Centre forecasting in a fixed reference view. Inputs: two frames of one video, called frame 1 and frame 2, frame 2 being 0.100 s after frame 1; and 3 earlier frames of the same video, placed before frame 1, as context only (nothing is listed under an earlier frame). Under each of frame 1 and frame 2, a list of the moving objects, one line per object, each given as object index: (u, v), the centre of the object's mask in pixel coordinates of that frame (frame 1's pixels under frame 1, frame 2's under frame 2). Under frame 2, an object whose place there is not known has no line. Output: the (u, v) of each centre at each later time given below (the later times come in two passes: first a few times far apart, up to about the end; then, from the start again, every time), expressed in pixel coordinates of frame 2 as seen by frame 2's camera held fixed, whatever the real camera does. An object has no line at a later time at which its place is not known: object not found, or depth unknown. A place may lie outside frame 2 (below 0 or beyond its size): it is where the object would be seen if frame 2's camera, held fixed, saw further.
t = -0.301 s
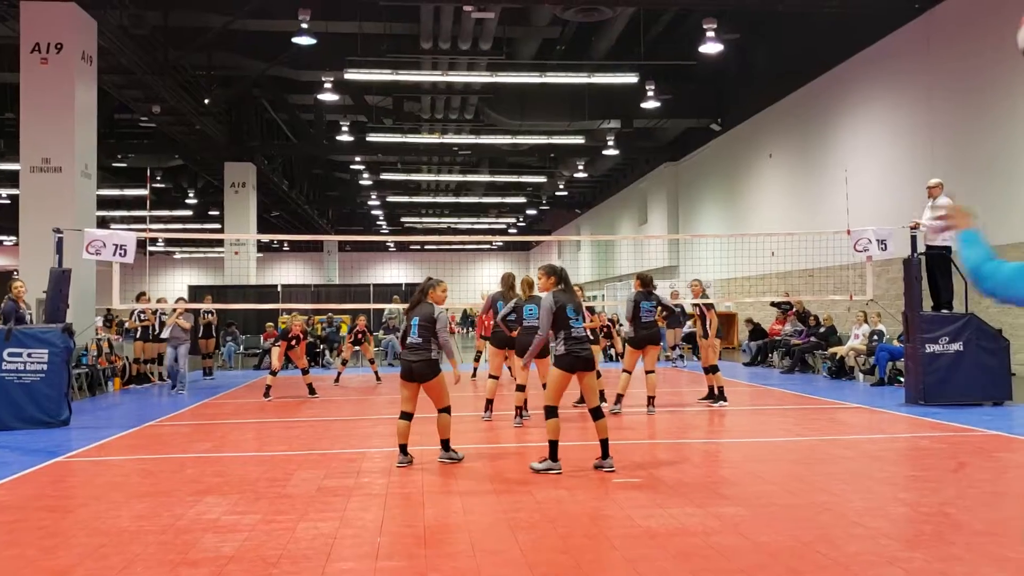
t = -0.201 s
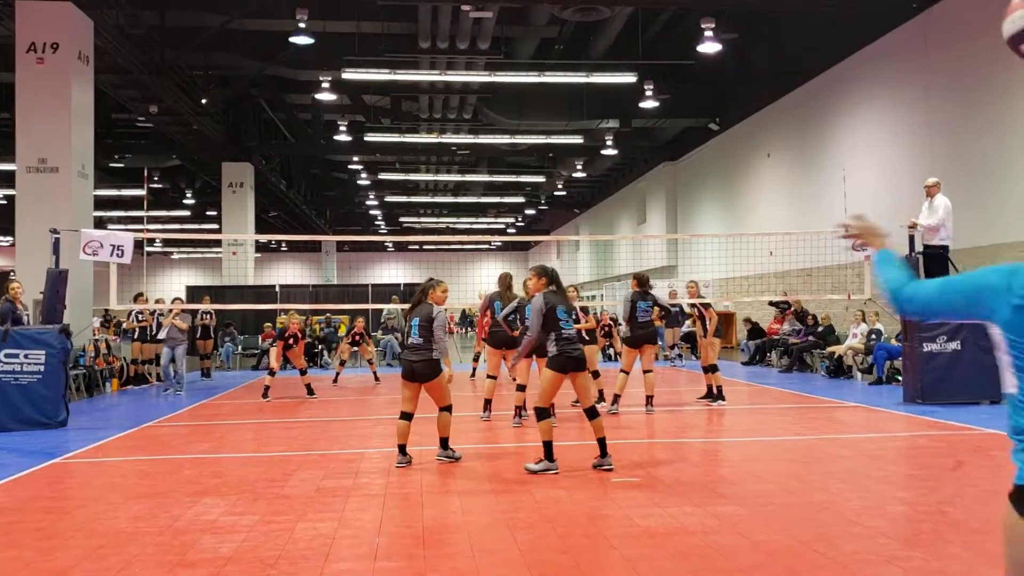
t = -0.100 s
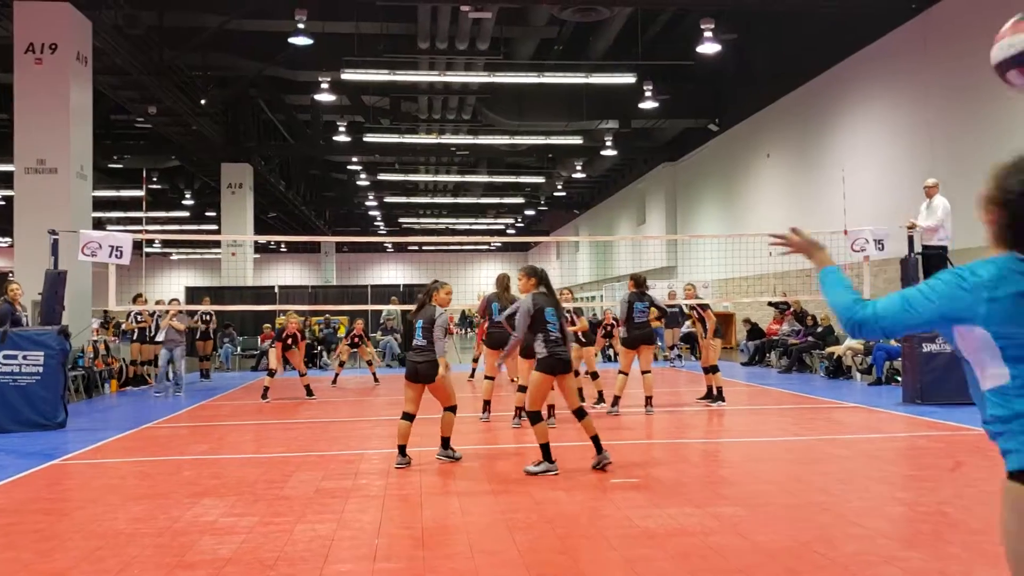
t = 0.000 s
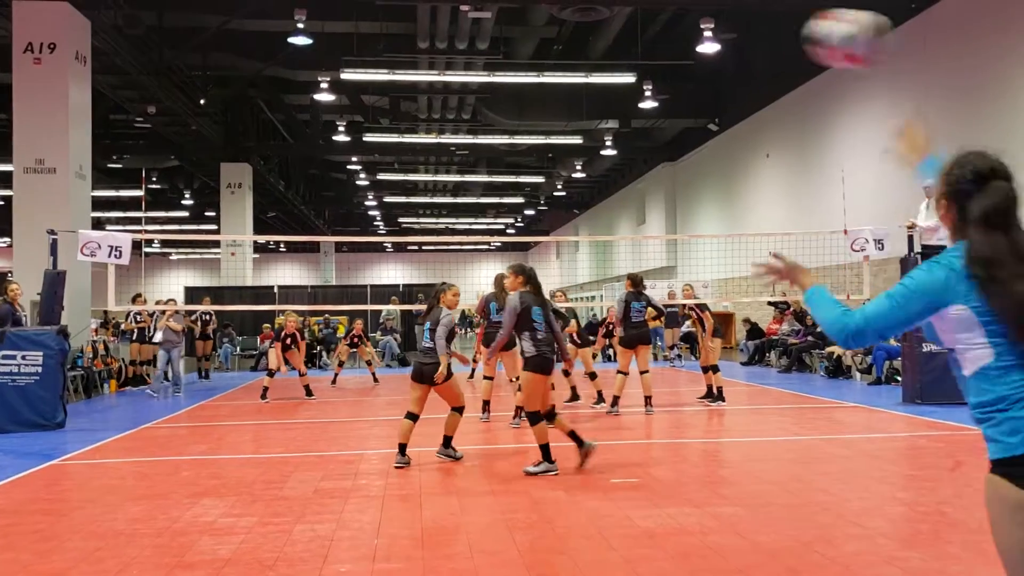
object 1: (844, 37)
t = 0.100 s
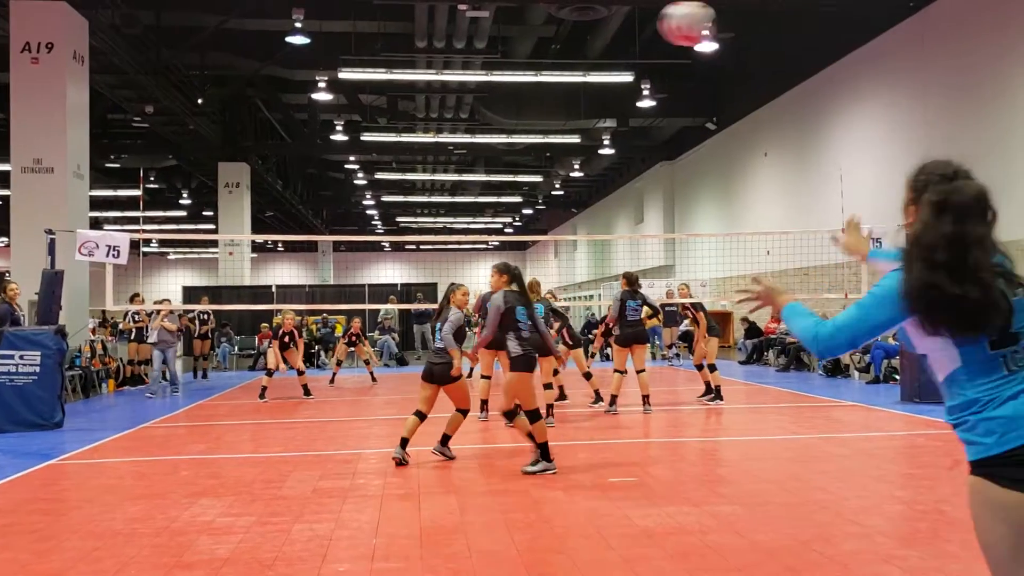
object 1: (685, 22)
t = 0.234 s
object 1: (577, 31)
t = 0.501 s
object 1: (464, 84)
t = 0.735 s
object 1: (414, 147)
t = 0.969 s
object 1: (389, 217)
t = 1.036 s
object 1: (385, 238)
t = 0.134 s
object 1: (652, 24)
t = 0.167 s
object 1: (624, 25)
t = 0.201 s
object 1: (598, 28)
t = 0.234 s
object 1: (577, 31)
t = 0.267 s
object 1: (558, 36)
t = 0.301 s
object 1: (541, 41)
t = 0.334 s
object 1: (525, 47)
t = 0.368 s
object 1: (511, 53)
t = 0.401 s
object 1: (498, 59)
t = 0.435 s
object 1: (486, 65)
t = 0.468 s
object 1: (475, 74)
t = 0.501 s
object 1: (464, 84)
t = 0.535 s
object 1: (456, 91)
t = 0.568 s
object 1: (447, 99)
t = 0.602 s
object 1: (440, 108)
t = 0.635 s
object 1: (433, 116)
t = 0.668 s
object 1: (427, 125)
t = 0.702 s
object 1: (421, 136)
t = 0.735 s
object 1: (414, 147)
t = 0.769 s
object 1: (410, 155)
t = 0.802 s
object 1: (406, 165)
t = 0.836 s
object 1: (402, 176)
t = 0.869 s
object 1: (399, 186)
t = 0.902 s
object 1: (395, 195)
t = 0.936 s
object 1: (392, 208)
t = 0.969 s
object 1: (389, 217)
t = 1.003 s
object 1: (388, 228)
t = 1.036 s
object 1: (385, 238)
